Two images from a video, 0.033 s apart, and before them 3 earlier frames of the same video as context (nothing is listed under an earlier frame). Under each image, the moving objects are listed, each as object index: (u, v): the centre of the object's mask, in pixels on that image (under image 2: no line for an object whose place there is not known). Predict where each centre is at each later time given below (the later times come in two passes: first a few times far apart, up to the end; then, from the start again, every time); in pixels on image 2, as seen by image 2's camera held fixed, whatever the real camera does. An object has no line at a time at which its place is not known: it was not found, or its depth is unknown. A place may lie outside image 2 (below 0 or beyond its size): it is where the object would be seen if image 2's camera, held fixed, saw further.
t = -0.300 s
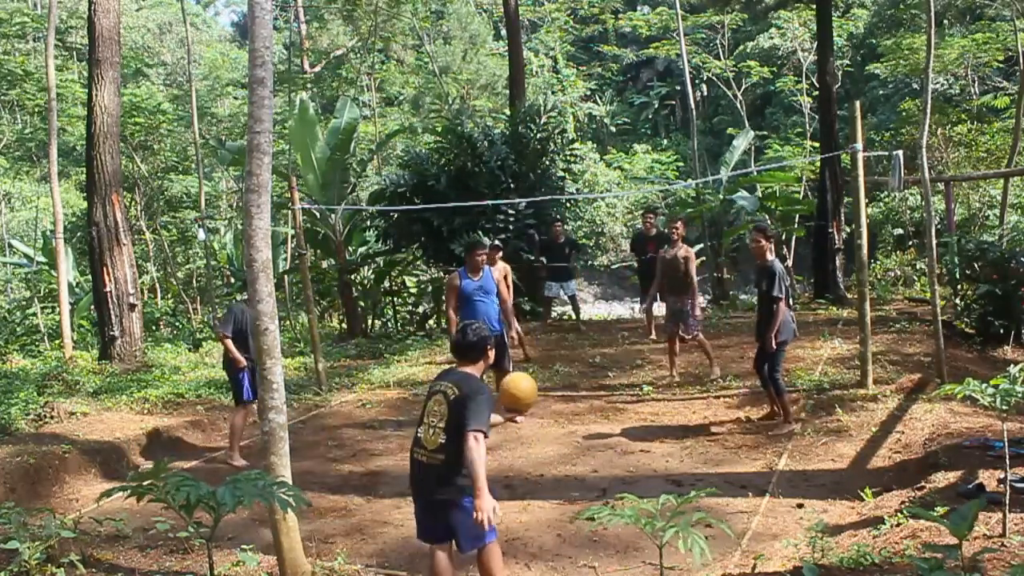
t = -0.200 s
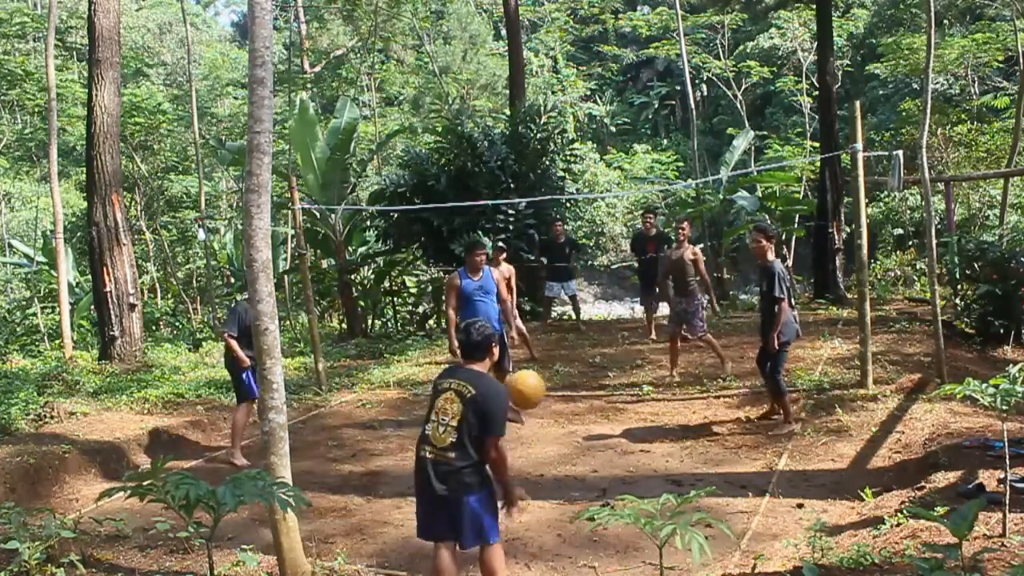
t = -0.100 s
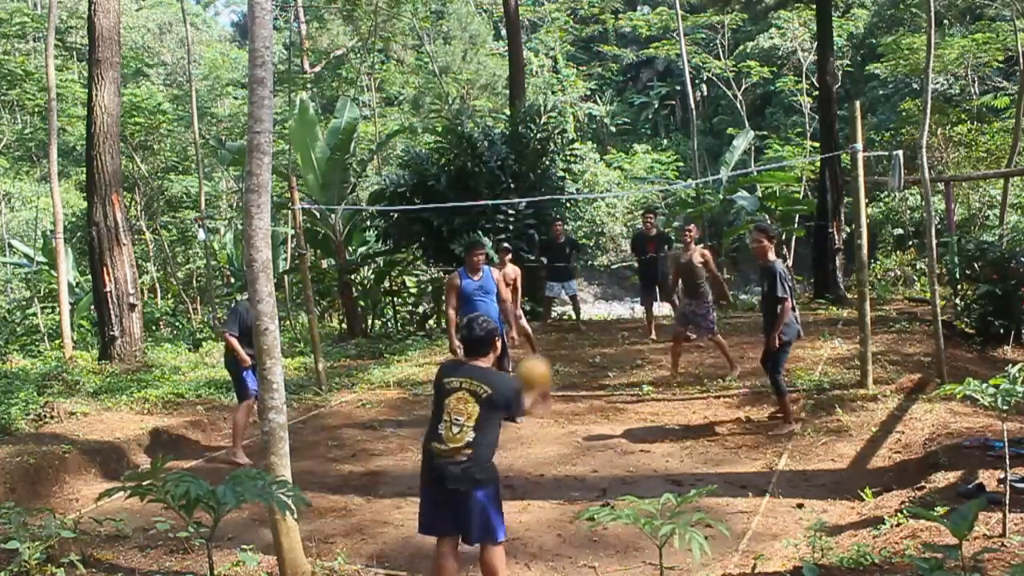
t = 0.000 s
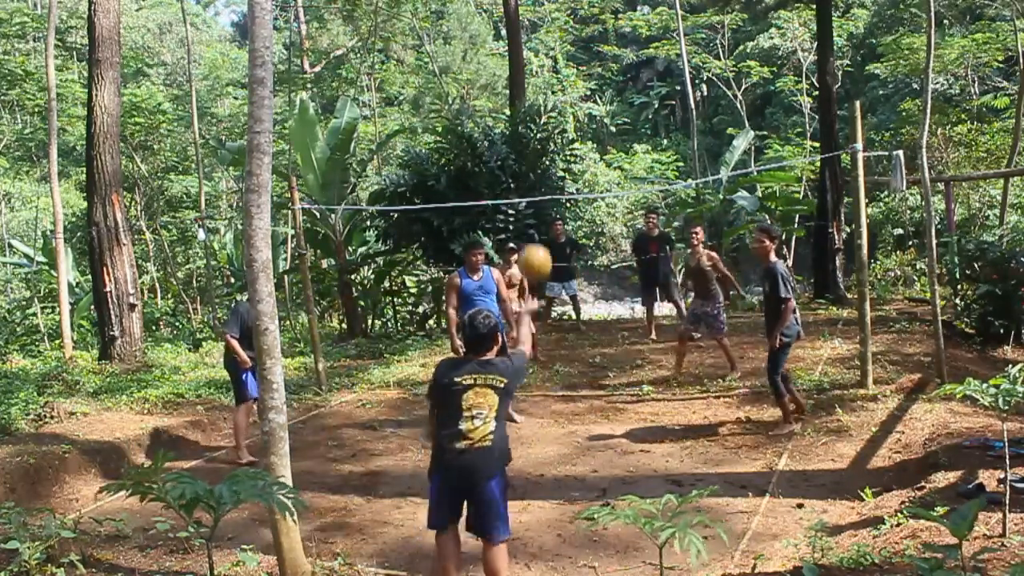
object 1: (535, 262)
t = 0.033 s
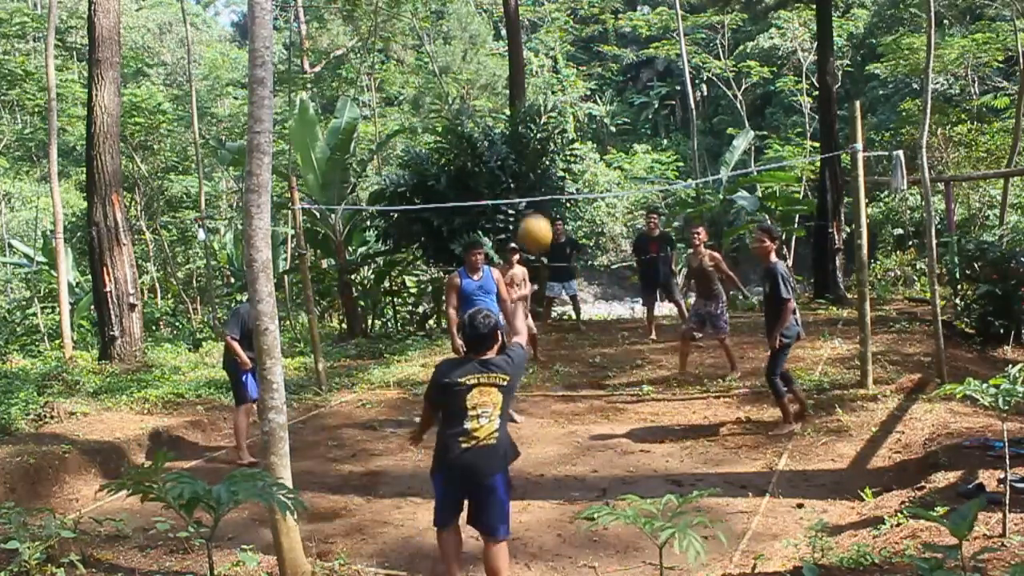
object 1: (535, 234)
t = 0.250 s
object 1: (547, 115)
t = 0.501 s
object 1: (563, 87)
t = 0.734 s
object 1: (579, 126)
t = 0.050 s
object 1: (536, 219)
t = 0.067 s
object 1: (537, 206)
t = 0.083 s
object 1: (537, 195)
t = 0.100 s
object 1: (538, 182)
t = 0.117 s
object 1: (539, 172)
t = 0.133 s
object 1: (539, 162)
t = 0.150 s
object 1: (540, 154)
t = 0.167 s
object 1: (541, 147)
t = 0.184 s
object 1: (542, 139)
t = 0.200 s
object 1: (543, 132)
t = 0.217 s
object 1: (545, 125)
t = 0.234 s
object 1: (546, 119)
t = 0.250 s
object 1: (547, 115)
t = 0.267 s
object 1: (548, 110)
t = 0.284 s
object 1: (549, 105)
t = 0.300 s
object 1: (550, 103)
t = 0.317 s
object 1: (551, 98)
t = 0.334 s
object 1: (551, 96)
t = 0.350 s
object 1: (553, 93)
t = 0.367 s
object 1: (554, 91)
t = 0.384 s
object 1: (555, 90)
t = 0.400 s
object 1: (556, 89)
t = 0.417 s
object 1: (557, 87)
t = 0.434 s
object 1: (558, 87)
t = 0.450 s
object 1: (559, 86)
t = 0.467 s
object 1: (560, 86)
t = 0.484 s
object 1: (561, 87)
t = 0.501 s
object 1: (563, 87)
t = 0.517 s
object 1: (564, 88)
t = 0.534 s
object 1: (565, 89)
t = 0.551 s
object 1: (566, 90)
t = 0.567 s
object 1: (566, 91)
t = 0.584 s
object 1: (568, 94)
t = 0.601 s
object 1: (570, 96)
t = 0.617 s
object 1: (571, 100)
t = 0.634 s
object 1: (572, 103)
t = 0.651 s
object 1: (572, 105)
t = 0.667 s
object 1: (575, 108)
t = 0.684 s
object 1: (575, 113)
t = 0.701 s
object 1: (576, 117)
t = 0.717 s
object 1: (577, 121)
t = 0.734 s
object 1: (579, 126)
